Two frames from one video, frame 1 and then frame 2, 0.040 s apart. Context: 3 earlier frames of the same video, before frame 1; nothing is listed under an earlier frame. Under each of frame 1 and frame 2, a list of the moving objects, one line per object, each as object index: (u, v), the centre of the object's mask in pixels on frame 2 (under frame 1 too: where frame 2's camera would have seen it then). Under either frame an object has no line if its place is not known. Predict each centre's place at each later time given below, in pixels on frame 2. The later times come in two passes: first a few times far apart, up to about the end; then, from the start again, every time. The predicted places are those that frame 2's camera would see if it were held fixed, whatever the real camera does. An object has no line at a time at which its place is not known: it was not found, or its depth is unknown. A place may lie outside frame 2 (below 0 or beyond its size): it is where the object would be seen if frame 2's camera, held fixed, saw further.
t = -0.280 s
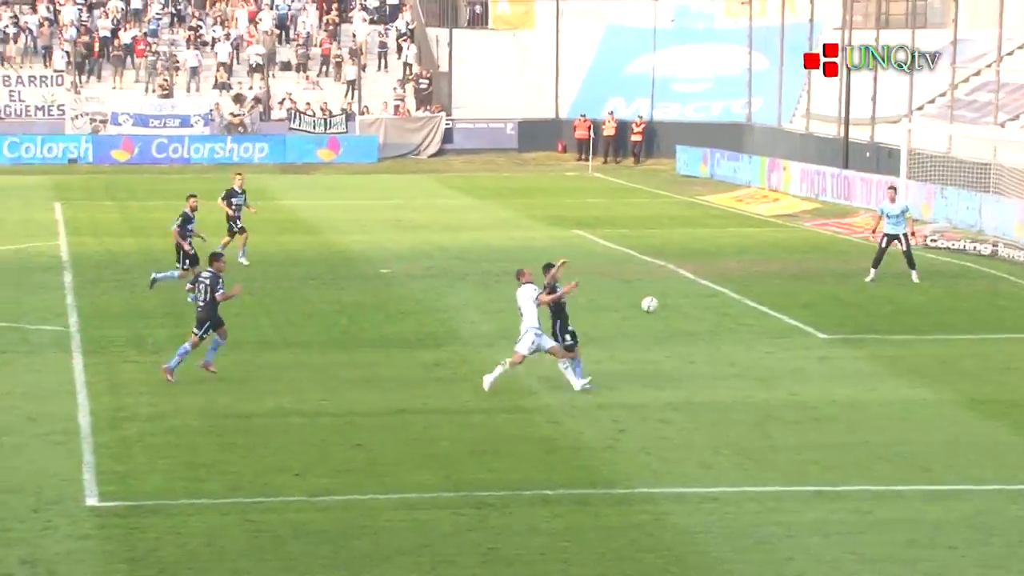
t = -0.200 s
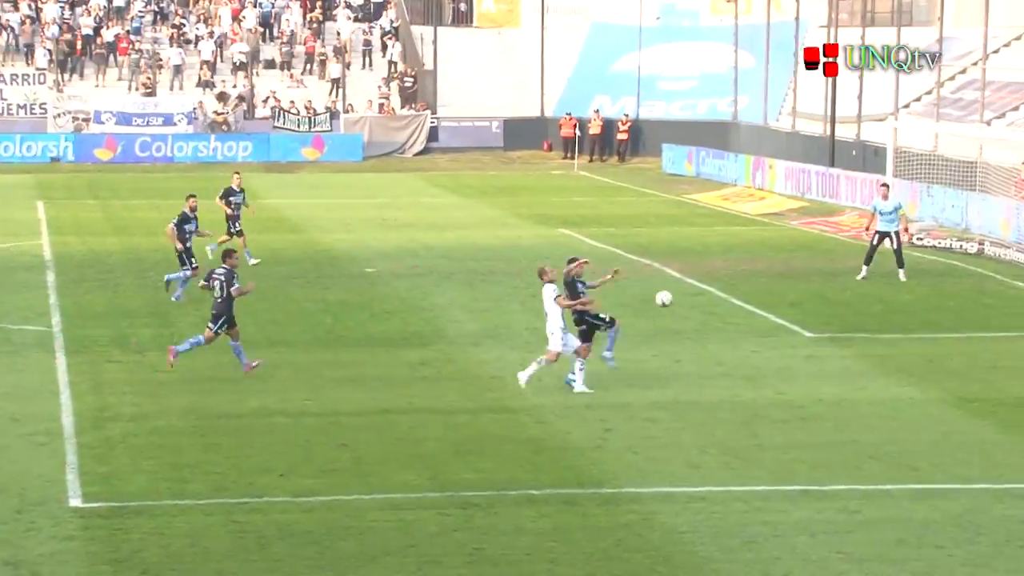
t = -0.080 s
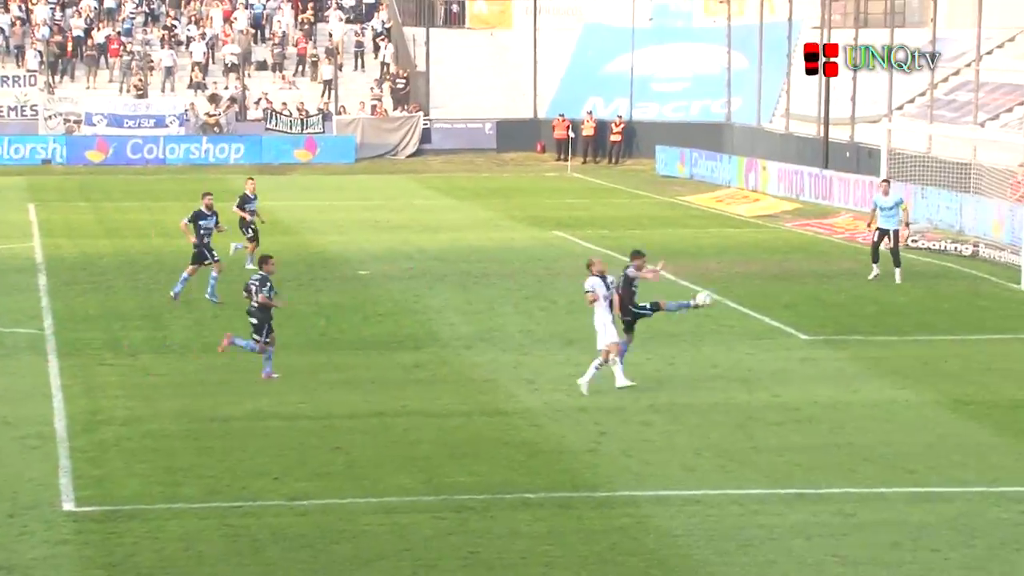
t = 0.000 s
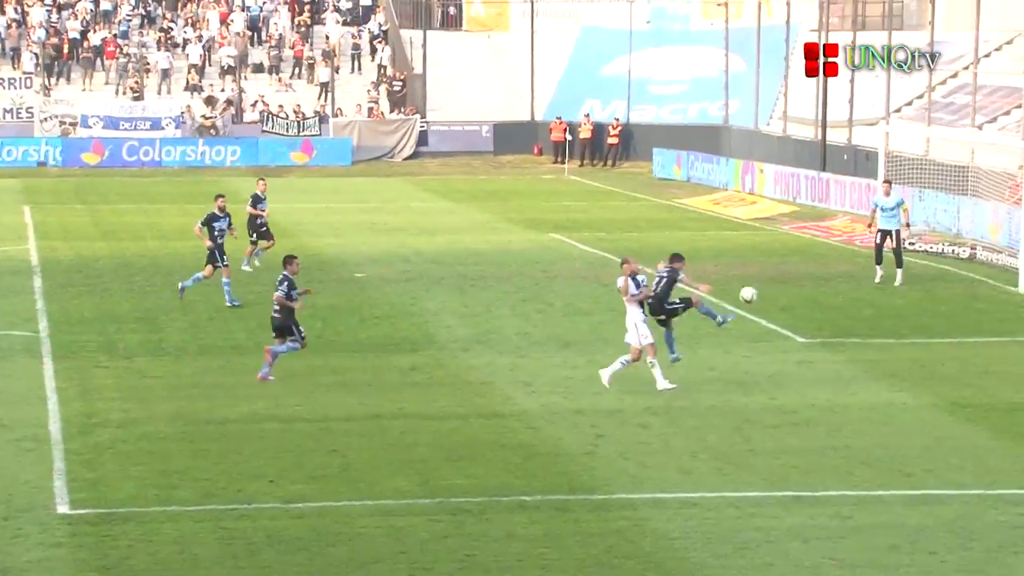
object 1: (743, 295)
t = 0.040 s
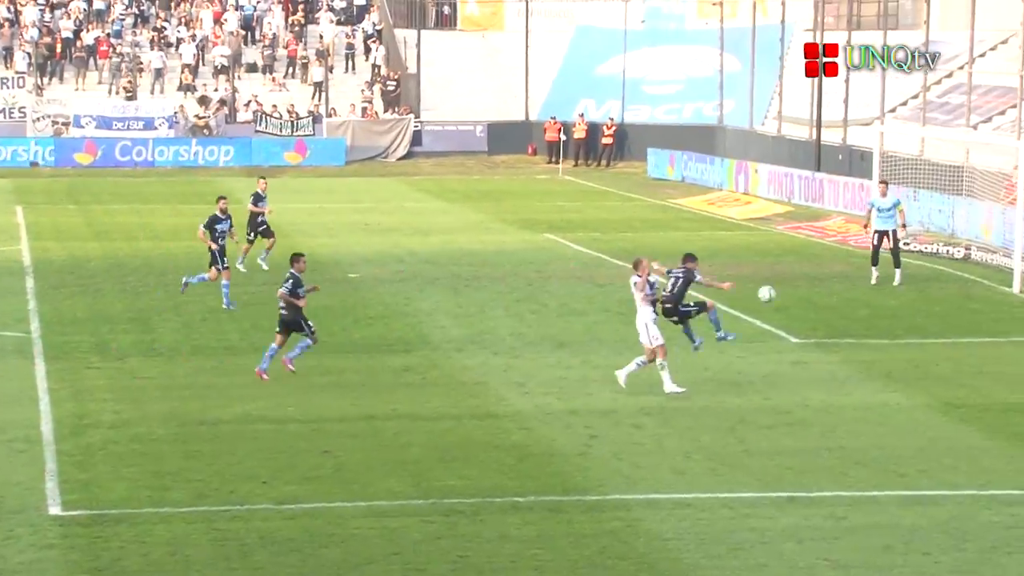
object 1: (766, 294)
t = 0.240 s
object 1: (889, 304)
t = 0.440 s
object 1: (1021, 348)
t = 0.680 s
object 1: (1187, 454)
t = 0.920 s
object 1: (1299, 410)
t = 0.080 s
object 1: (790, 293)
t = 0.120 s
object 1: (815, 294)
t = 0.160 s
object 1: (839, 296)
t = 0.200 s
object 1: (864, 299)
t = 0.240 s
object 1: (889, 304)
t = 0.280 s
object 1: (915, 310)
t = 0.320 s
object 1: (940, 318)
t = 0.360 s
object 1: (966, 326)
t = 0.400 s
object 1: (993, 336)
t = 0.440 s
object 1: (1021, 348)
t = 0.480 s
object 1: (1047, 362)
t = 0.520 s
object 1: (1074, 376)
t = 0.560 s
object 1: (1102, 393)
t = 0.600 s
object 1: (1129, 411)
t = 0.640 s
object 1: (1158, 431)
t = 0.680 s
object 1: (1187, 454)
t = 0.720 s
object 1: (1206, 446)
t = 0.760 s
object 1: (1224, 436)
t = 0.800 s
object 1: (1242, 428)
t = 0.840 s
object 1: (1261, 420)
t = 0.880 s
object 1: (1280, 415)
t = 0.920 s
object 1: (1299, 410)
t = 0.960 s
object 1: (1319, 408)
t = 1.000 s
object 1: (1339, 406)
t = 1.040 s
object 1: (1359, 406)
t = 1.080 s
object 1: (1379, 408)
